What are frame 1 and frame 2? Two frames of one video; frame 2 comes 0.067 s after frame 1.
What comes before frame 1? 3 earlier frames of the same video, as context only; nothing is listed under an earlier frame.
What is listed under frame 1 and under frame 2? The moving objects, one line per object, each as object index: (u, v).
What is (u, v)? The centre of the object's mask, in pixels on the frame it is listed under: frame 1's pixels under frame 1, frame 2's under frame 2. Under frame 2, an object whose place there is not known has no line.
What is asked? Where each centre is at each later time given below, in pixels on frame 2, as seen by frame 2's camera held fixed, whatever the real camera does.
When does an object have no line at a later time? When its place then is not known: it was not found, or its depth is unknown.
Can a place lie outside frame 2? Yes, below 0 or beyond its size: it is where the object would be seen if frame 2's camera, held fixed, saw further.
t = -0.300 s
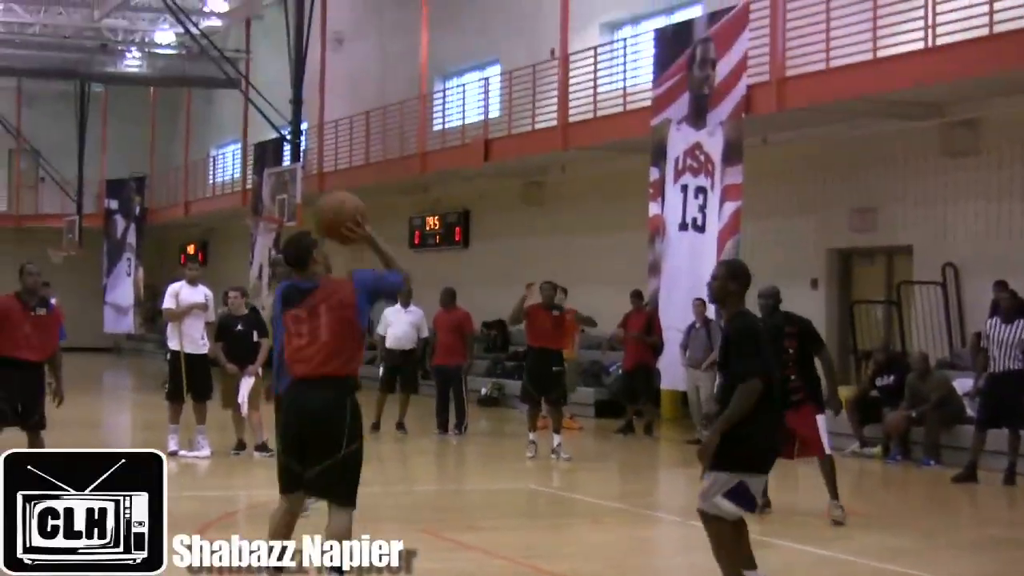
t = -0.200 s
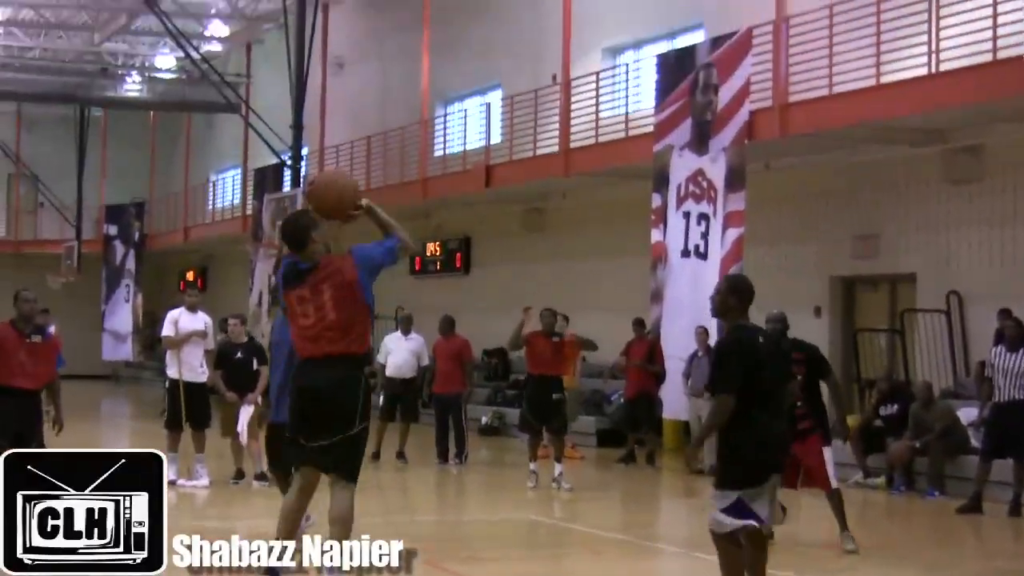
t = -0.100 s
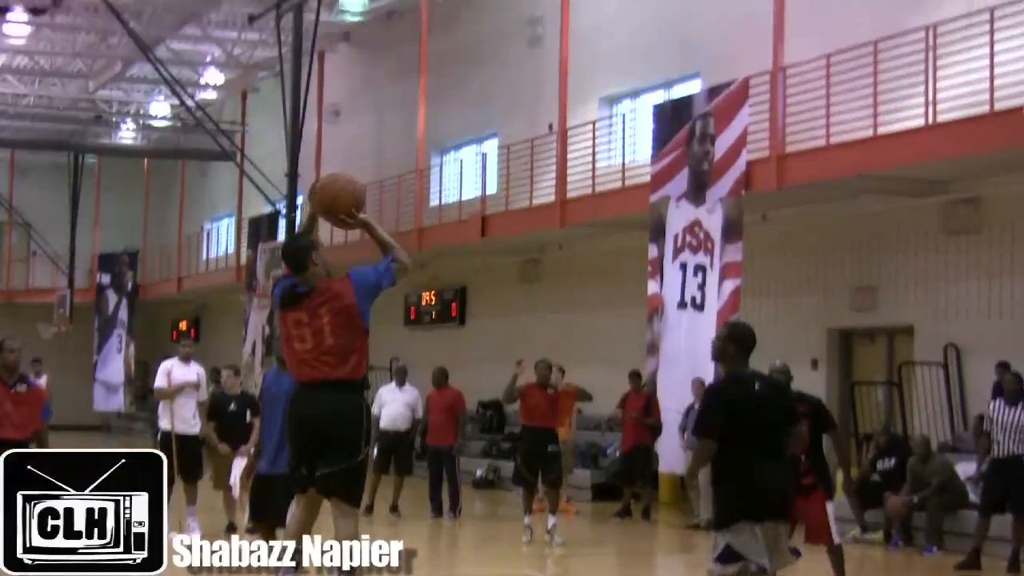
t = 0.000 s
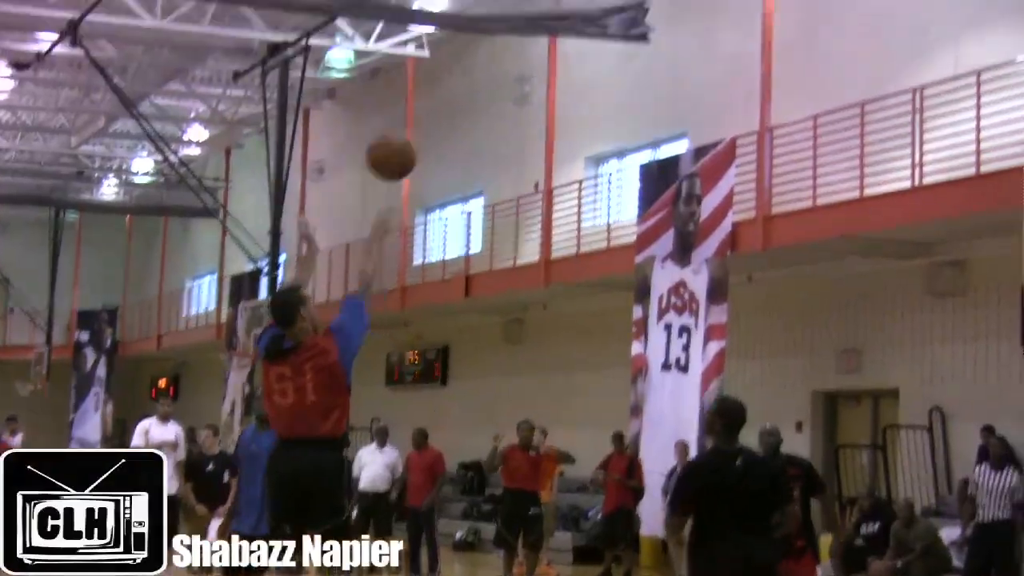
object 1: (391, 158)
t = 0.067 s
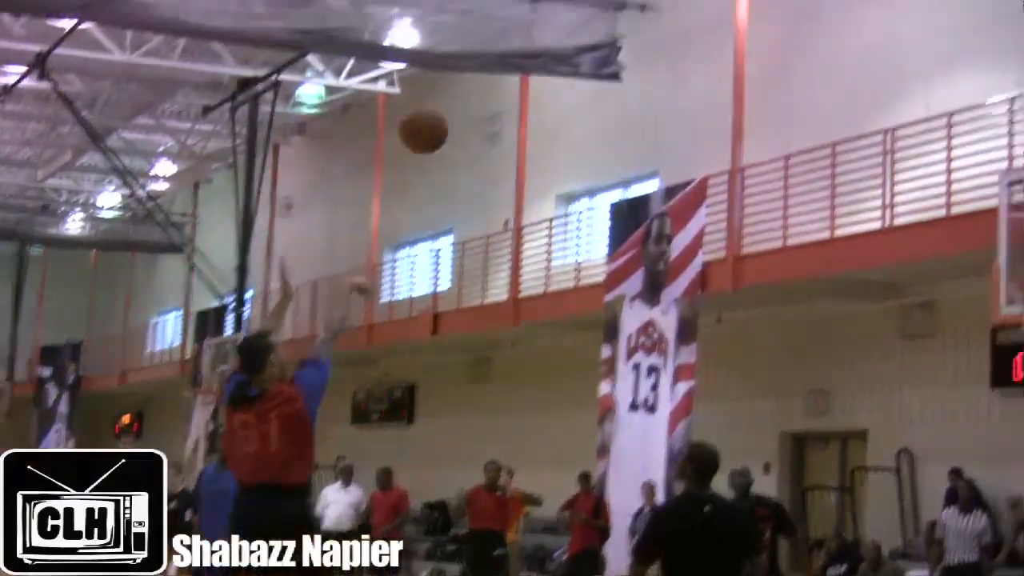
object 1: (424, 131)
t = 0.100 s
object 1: (454, 107)
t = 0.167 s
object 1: (511, 63)
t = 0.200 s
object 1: (539, 45)
